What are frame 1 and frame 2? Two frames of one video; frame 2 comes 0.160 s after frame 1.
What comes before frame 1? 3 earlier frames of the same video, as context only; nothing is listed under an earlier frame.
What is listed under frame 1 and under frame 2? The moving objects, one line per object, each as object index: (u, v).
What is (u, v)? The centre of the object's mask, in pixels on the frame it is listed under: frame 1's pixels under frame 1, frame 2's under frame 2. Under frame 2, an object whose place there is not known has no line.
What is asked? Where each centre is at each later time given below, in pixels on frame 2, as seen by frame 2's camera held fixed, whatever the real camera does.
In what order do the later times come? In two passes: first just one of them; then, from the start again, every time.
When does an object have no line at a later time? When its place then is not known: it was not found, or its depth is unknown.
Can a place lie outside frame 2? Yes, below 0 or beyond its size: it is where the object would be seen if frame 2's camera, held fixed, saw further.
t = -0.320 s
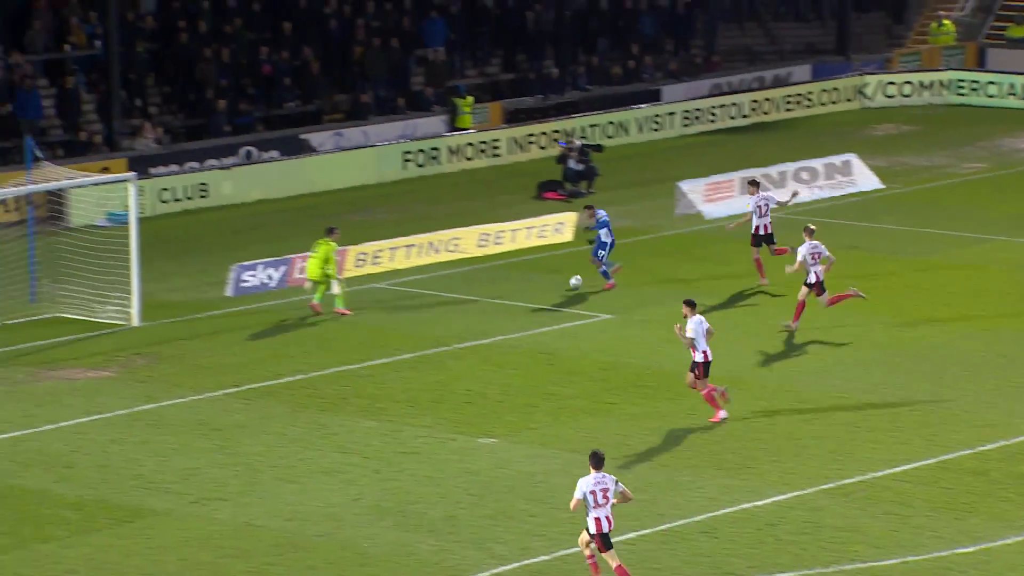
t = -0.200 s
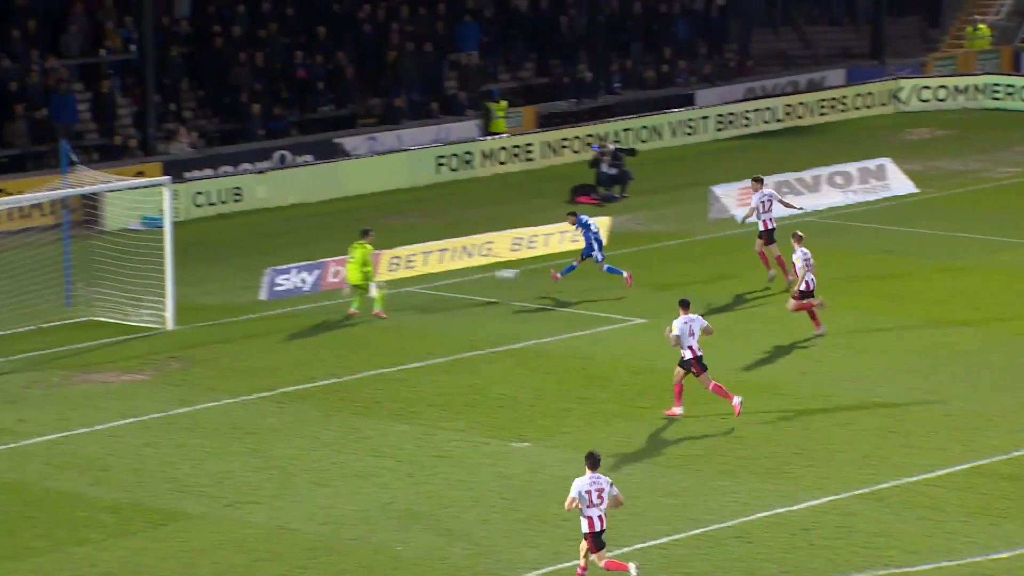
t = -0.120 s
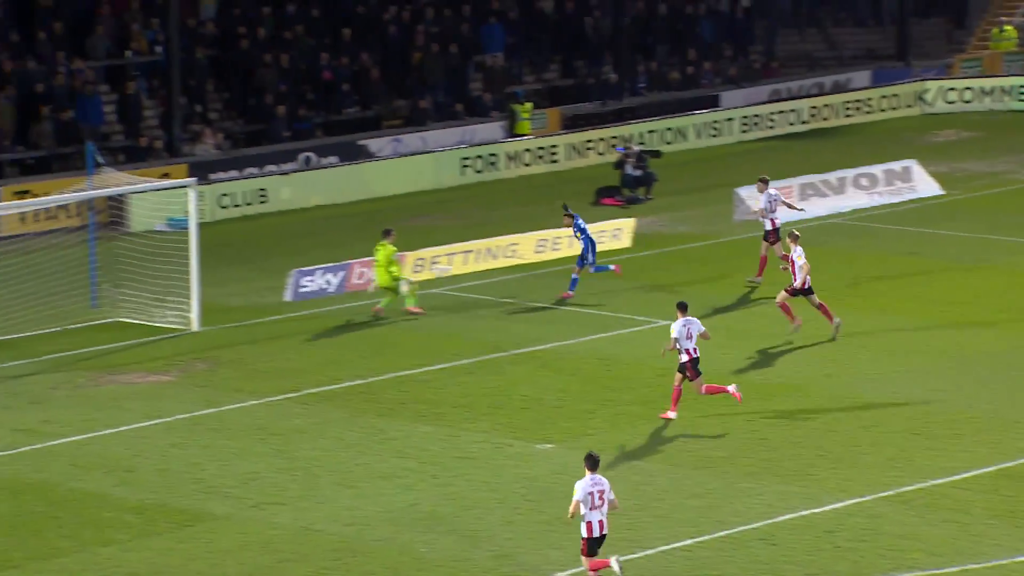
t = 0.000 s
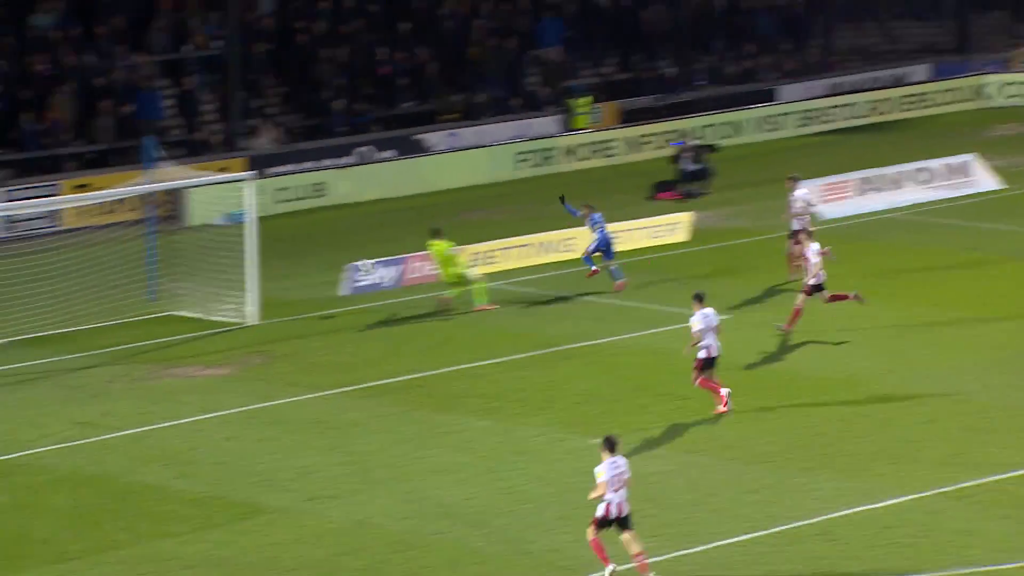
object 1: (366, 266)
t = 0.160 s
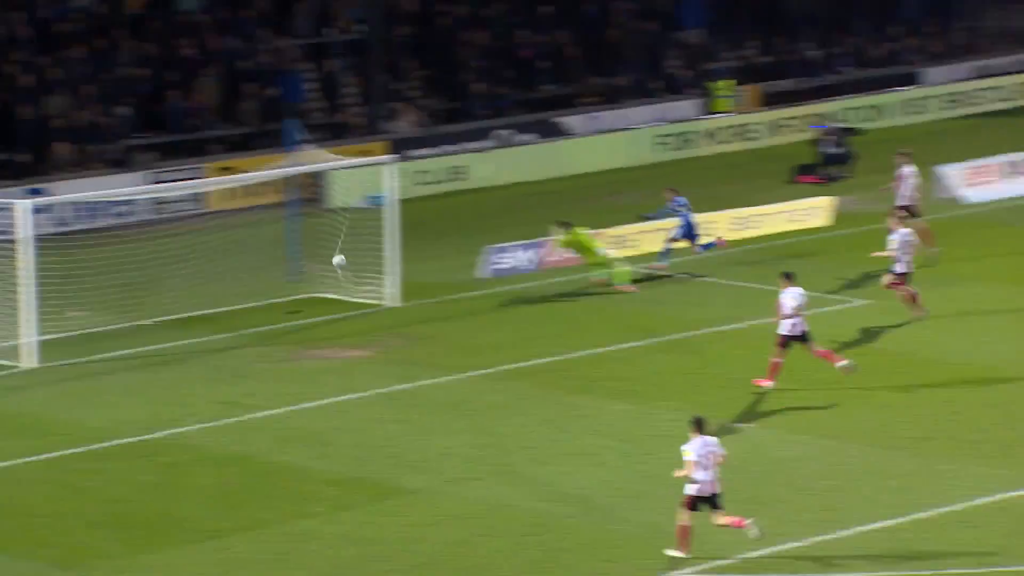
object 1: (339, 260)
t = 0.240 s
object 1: (316, 267)
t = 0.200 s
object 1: (319, 268)
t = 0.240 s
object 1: (316, 267)
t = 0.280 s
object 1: (320, 263)
